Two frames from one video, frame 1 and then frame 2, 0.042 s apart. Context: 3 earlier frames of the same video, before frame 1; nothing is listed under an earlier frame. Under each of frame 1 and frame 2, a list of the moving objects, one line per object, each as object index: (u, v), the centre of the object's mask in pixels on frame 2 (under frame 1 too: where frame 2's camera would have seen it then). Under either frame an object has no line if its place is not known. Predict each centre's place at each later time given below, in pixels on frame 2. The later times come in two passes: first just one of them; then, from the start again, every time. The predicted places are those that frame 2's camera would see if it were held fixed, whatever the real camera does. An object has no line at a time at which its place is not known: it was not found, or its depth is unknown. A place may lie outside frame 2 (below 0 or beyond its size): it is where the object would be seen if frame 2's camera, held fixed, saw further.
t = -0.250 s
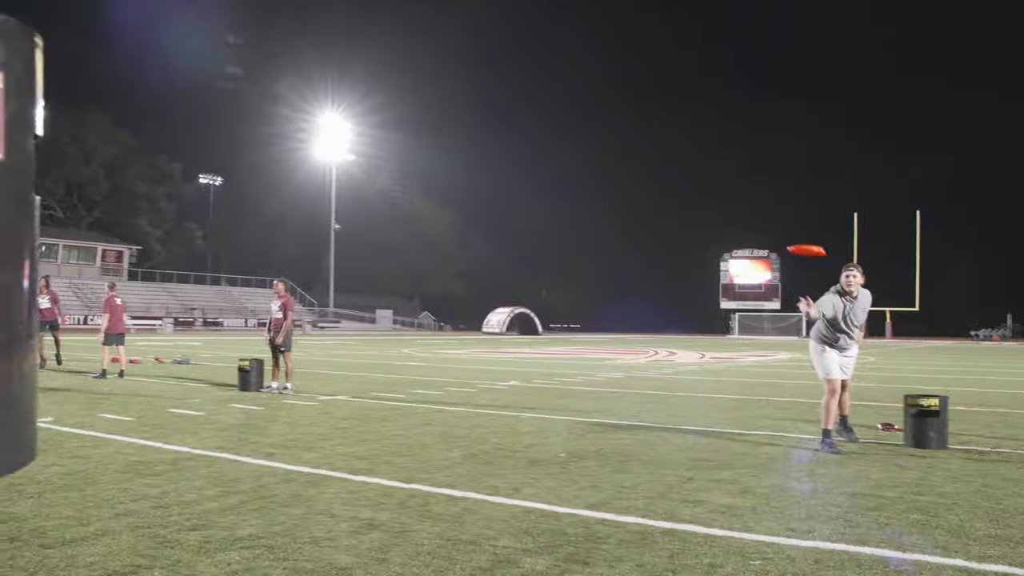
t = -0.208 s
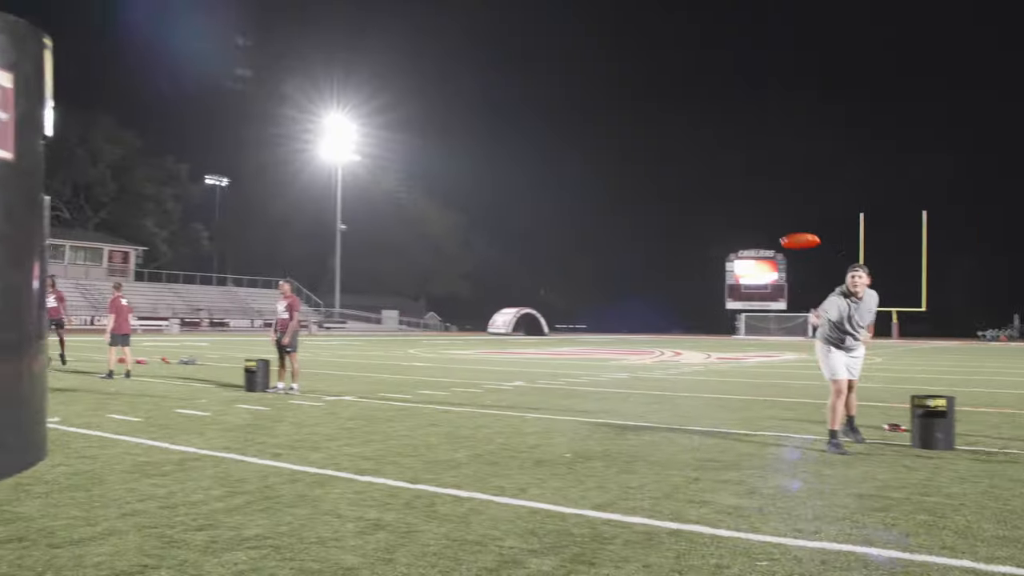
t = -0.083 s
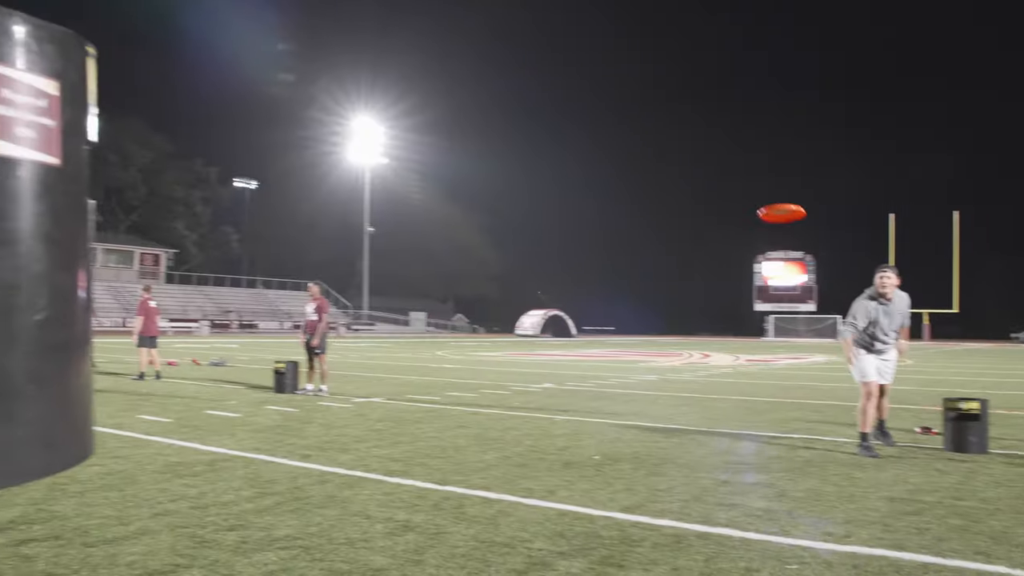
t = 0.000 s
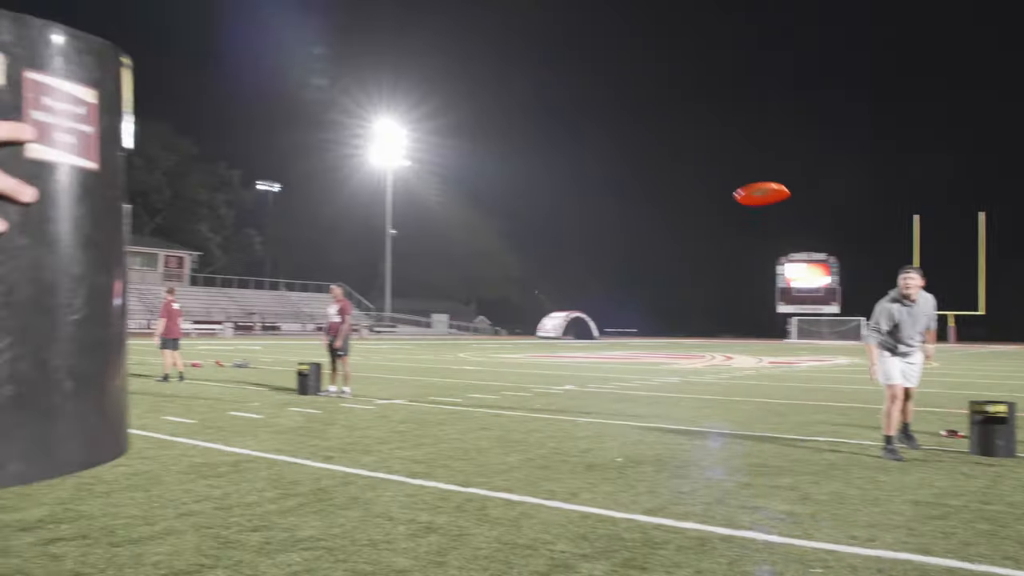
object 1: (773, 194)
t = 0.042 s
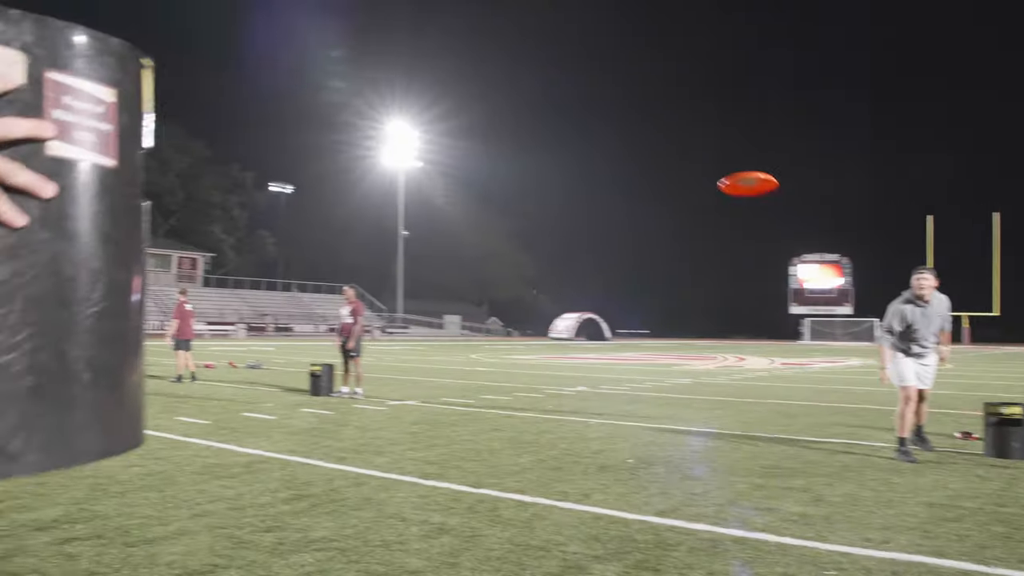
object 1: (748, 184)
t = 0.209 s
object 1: (595, 133)
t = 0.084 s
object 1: (718, 172)
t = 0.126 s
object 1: (684, 160)
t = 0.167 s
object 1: (643, 147)
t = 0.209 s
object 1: (595, 133)
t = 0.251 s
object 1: (539, 118)
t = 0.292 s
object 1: (475, 101)
